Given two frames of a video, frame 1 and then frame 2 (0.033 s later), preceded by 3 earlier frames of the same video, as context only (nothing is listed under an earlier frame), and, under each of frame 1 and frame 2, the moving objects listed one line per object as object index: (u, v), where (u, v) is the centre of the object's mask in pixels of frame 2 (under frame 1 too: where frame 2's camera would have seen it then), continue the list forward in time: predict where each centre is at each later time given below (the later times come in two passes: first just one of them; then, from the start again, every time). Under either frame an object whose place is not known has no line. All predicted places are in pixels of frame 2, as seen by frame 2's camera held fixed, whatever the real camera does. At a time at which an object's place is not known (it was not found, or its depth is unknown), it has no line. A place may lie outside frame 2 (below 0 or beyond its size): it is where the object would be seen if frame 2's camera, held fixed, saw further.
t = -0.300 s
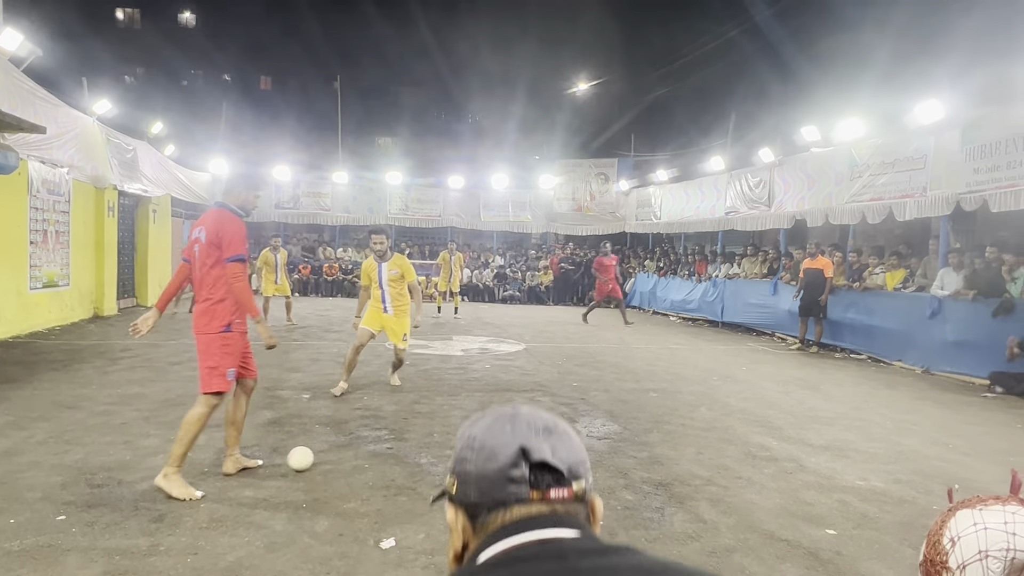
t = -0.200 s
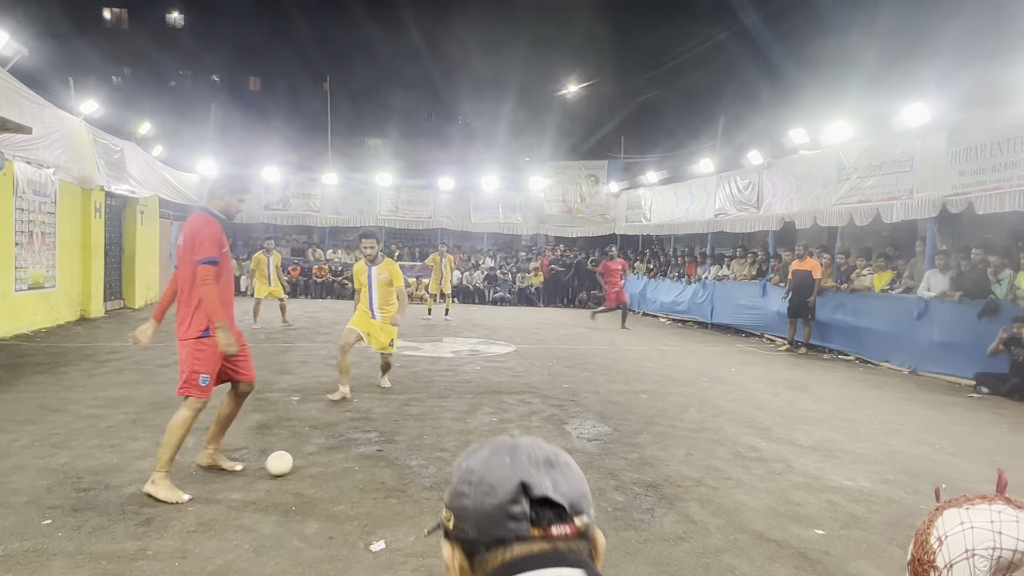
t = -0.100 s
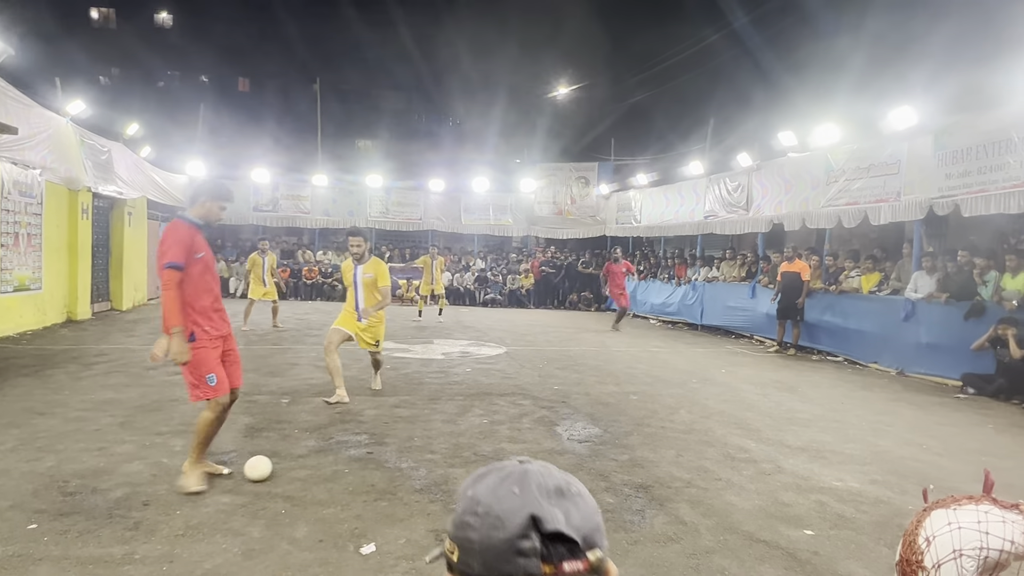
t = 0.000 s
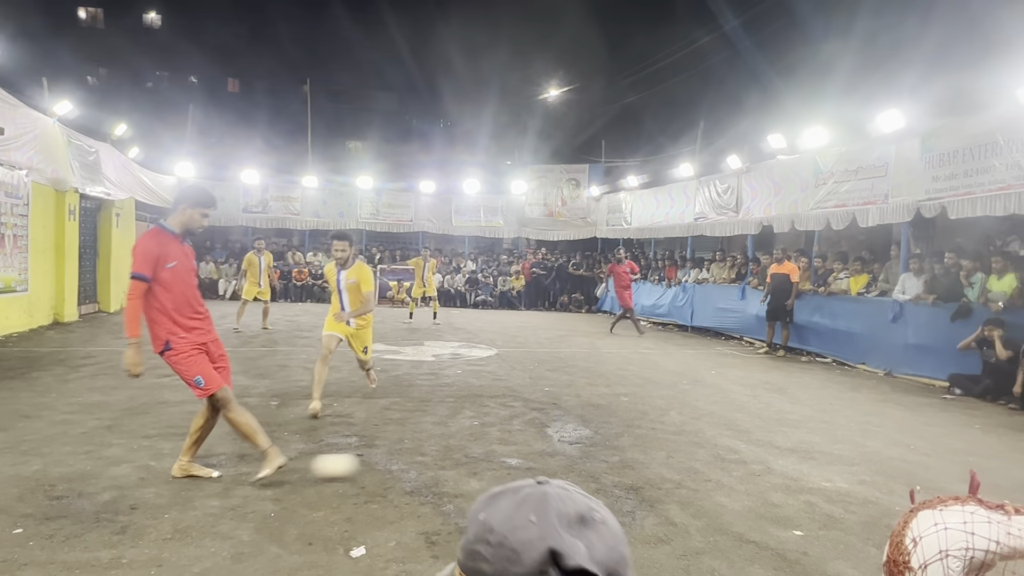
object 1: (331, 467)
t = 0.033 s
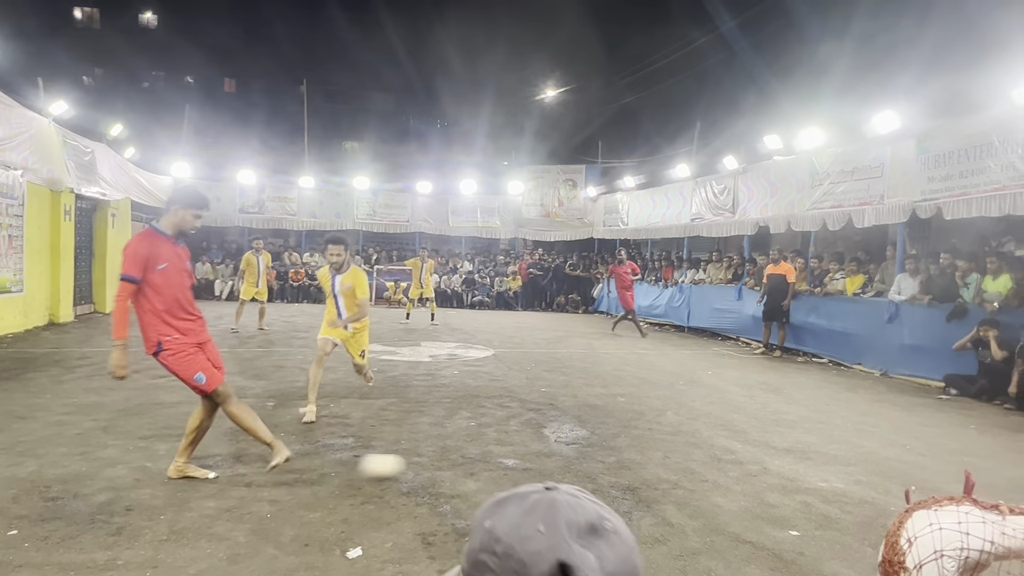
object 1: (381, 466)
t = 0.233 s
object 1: (636, 465)
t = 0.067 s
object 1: (429, 466)
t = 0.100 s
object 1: (477, 468)
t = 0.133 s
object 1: (520, 468)
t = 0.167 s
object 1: (560, 468)
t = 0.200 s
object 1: (599, 467)
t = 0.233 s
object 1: (636, 465)
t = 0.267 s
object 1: (671, 461)
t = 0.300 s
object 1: (704, 460)
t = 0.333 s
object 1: (737, 460)
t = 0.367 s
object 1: (769, 462)
